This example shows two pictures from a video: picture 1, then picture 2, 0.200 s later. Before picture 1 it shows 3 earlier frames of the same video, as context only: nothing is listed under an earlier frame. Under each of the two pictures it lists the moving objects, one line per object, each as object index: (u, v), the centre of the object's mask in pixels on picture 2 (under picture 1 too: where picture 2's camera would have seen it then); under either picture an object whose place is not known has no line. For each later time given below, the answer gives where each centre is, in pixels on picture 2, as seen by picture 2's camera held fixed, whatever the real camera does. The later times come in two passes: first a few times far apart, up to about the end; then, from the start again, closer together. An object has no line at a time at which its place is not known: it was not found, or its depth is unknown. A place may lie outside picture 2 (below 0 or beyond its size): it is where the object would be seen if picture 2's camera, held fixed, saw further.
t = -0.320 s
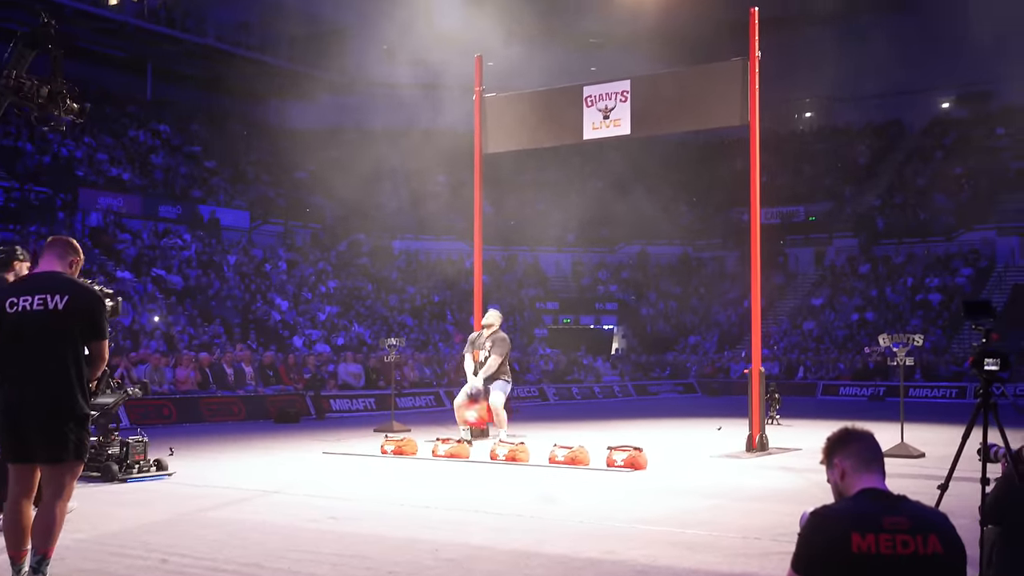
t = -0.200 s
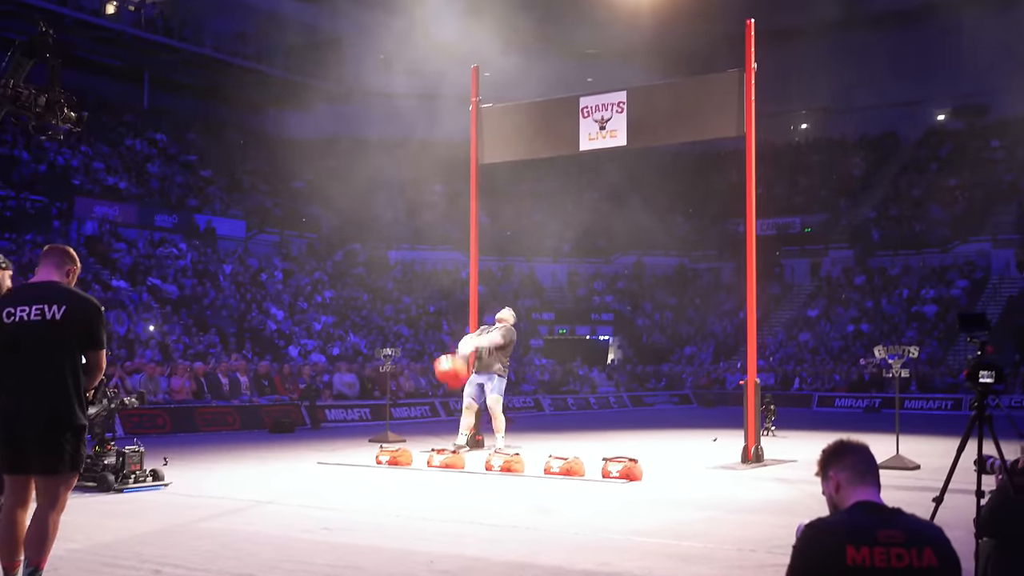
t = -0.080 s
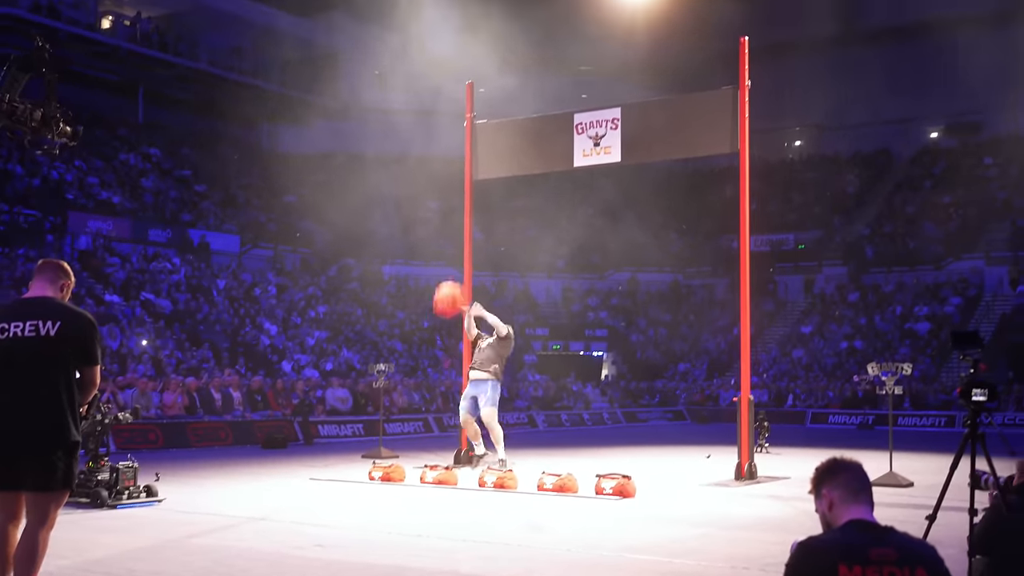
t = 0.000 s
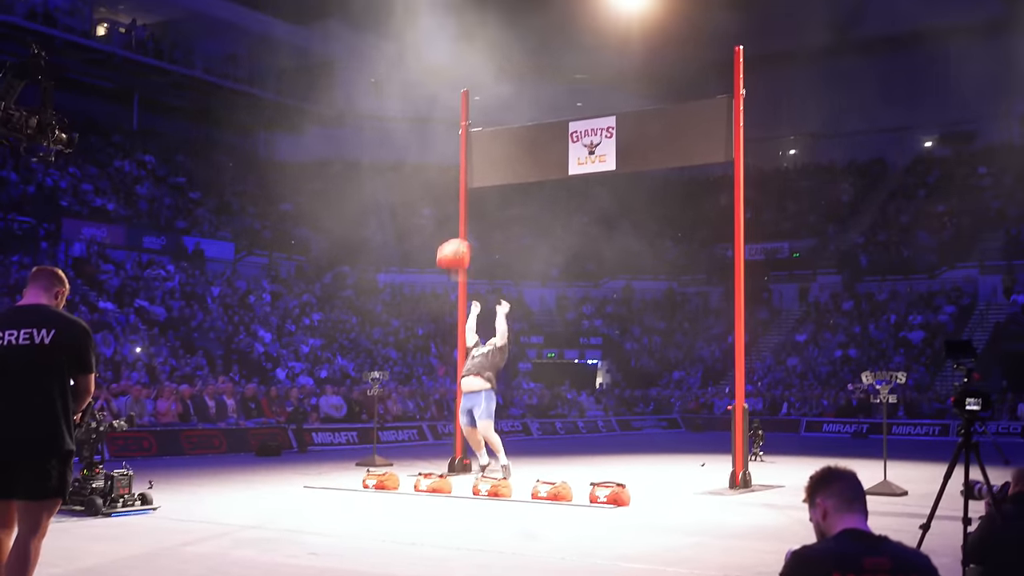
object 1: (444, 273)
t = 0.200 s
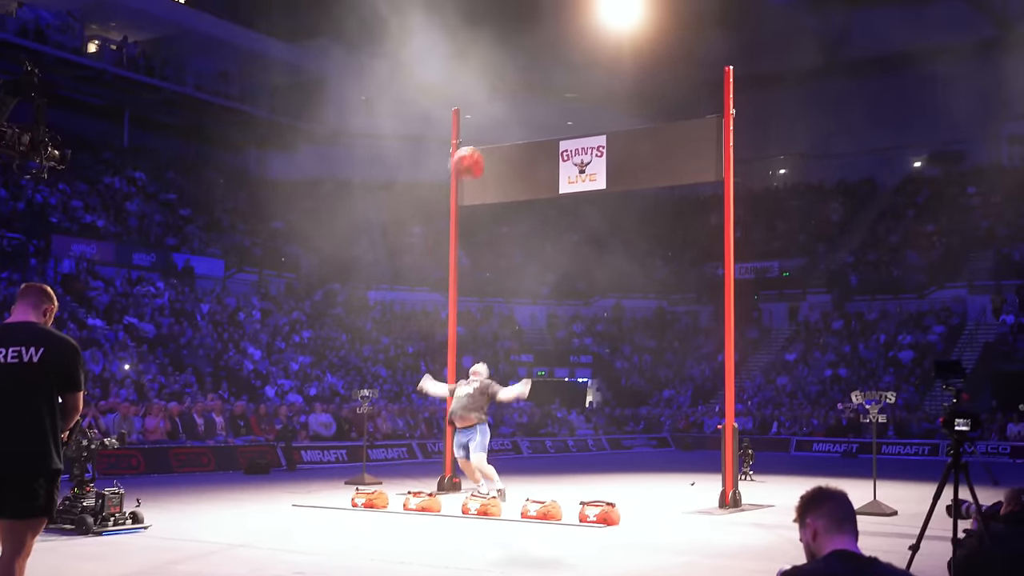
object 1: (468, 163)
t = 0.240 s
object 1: (473, 146)
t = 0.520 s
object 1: (506, 64)
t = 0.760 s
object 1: (530, 48)
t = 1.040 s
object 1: (556, 67)
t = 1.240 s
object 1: (575, 113)
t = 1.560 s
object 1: (601, 245)
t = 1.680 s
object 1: (611, 308)
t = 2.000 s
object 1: (633, 480)
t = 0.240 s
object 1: (473, 146)
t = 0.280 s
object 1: (476, 131)
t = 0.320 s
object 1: (481, 113)
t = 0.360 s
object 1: (486, 99)
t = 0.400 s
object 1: (492, 87)
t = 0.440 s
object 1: (497, 78)
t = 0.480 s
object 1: (502, 69)
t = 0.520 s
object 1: (506, 64)
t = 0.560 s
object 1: (510, 57)
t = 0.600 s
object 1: (515, 52)
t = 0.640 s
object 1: (518, 49)
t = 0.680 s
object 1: (523, 48)
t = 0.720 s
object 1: (526, 47)
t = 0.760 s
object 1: (530, 48)
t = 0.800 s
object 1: (532, 47)
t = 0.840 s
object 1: (534, 48)
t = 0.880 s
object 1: (539, 48)
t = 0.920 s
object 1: (545, 51)
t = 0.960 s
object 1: (549, 55)
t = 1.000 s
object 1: (553, 60)
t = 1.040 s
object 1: (556, 67)
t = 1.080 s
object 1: (560, 74)
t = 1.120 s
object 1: (564, 80)
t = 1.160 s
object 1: (567, 93)
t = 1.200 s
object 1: (571, 102)
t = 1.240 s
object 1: (575, 113)
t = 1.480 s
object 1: (595, 208)
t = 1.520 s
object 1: (598, 226)
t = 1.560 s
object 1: (601, 245)
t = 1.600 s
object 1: (605, 266)
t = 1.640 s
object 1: (607, 287)
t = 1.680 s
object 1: (611, 308)
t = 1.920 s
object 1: (630, 460)
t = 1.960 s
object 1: (632, 481)
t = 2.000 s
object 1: (633, 480)
